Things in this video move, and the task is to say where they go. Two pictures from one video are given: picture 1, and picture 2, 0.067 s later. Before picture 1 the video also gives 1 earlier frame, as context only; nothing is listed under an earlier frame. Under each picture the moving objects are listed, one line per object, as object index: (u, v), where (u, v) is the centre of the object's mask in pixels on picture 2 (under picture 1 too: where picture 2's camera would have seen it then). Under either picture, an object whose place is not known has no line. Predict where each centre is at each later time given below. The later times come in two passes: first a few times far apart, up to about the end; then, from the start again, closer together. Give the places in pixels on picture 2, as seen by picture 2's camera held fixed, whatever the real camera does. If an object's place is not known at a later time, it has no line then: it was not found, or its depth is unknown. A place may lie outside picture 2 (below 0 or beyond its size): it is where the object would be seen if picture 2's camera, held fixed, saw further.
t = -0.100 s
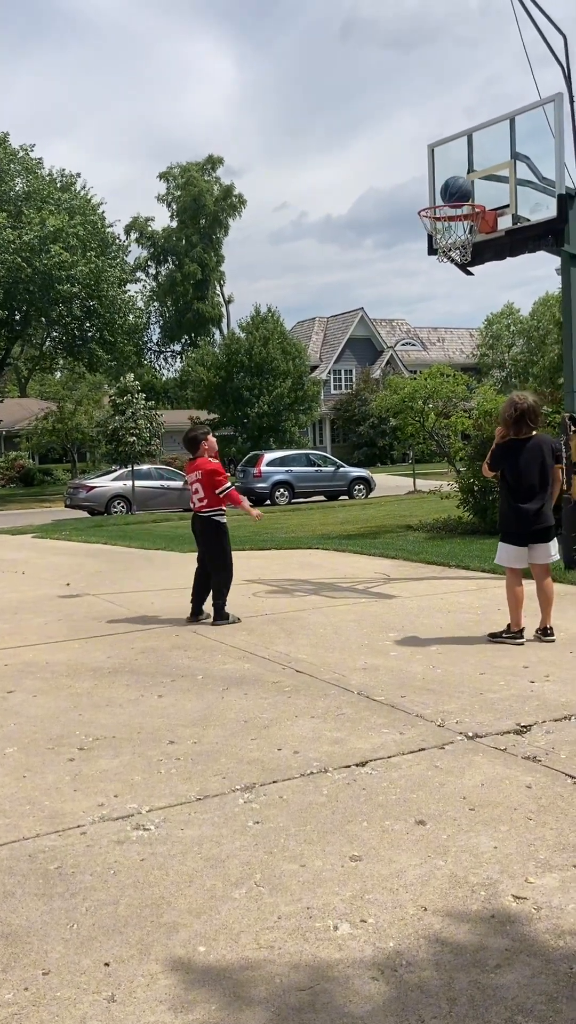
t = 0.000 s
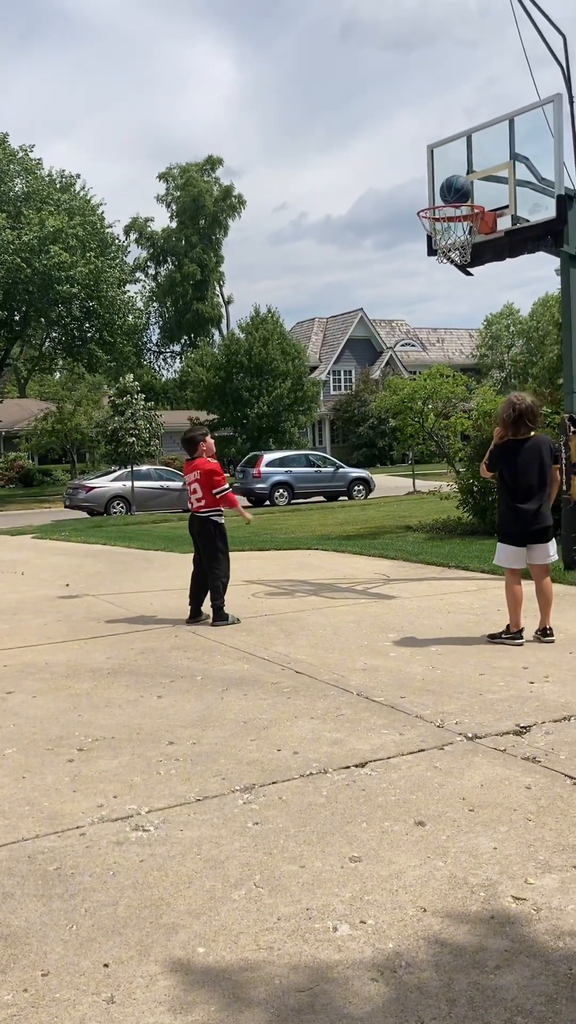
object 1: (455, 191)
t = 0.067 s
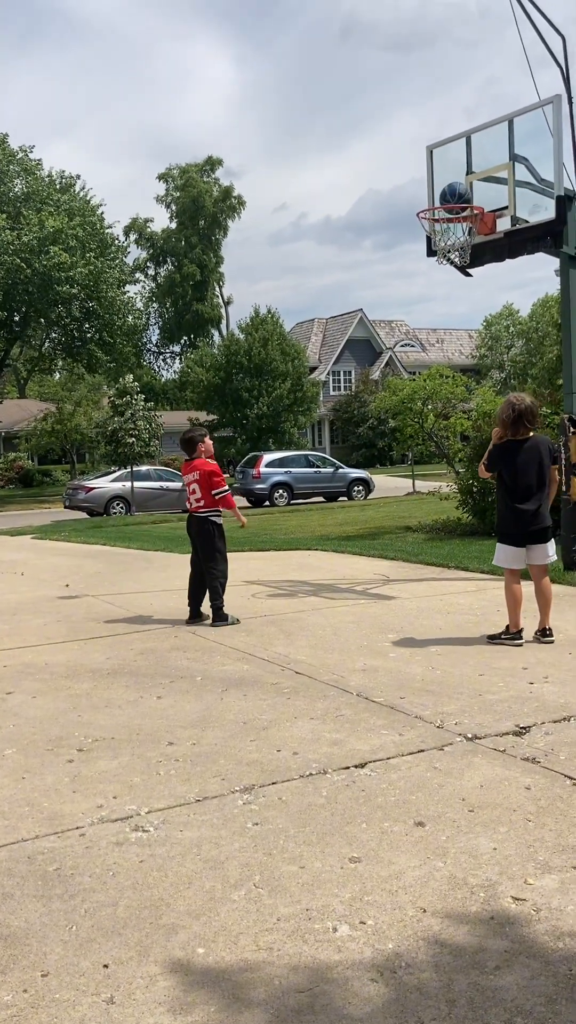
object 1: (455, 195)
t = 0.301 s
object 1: (454, 238)
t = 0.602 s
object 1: (445, 352)
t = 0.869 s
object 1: (441, 534)
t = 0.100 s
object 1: (455, 205)
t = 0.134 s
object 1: (454, 212)
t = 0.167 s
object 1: (455, 222)
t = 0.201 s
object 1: (455, 228)
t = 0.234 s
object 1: (455, 236)
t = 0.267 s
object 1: (454, 238)
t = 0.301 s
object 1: (454, 238)
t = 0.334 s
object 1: (453, 258)
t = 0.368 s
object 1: (451, 263)
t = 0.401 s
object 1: (450, 268)
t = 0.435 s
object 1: (449, 279)
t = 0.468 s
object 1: (448, 291)
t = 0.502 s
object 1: (447, 304)
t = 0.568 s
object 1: (446, 334)
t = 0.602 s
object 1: (445, 352)
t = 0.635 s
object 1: (444, 370)
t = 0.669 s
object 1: (444, 390)
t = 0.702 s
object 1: (444, 411)
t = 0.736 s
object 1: (443, 433)
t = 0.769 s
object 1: (442, 457)
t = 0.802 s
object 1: (442, 481)
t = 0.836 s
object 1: (441, 507)
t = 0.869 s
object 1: (441, 534)
